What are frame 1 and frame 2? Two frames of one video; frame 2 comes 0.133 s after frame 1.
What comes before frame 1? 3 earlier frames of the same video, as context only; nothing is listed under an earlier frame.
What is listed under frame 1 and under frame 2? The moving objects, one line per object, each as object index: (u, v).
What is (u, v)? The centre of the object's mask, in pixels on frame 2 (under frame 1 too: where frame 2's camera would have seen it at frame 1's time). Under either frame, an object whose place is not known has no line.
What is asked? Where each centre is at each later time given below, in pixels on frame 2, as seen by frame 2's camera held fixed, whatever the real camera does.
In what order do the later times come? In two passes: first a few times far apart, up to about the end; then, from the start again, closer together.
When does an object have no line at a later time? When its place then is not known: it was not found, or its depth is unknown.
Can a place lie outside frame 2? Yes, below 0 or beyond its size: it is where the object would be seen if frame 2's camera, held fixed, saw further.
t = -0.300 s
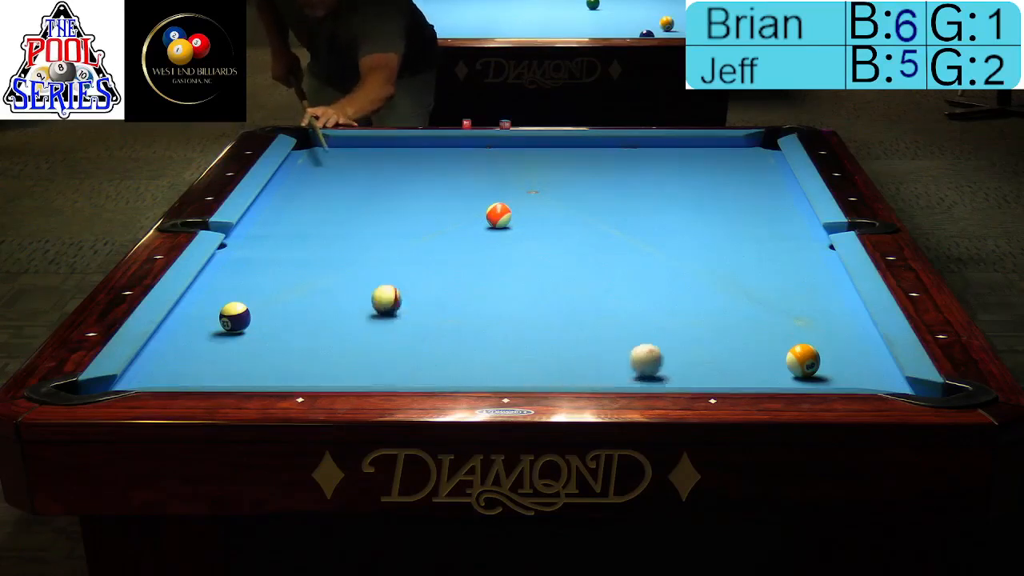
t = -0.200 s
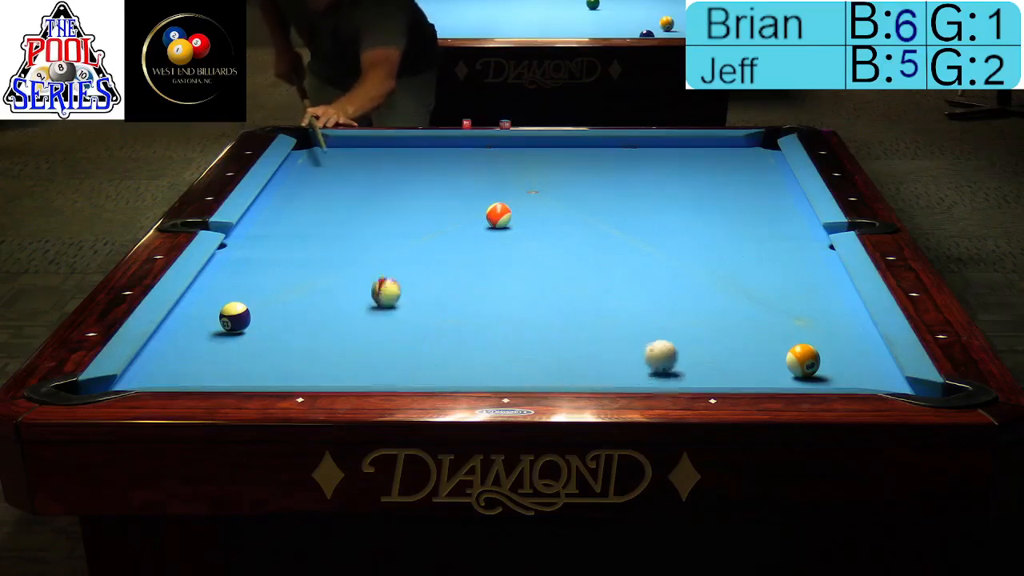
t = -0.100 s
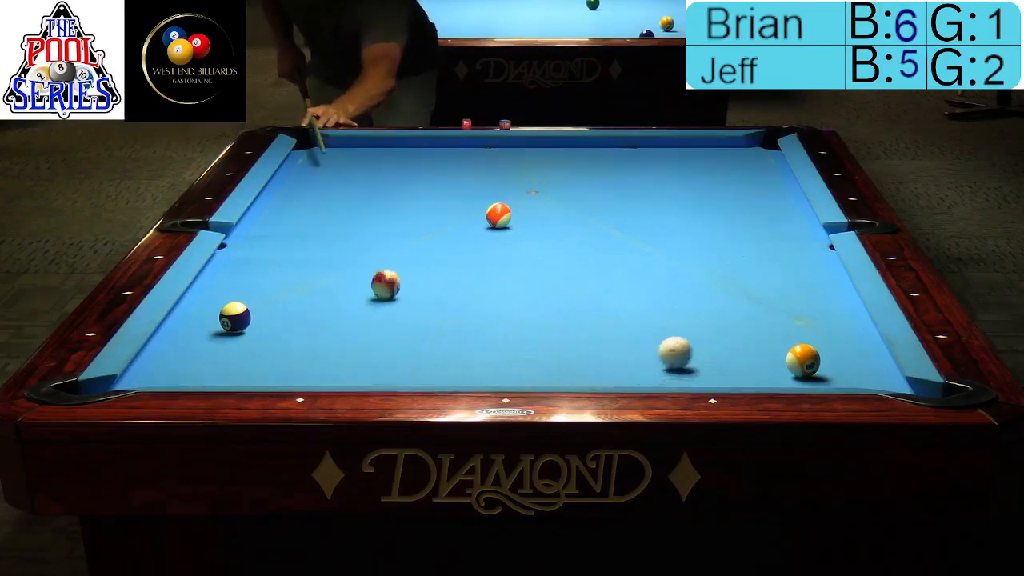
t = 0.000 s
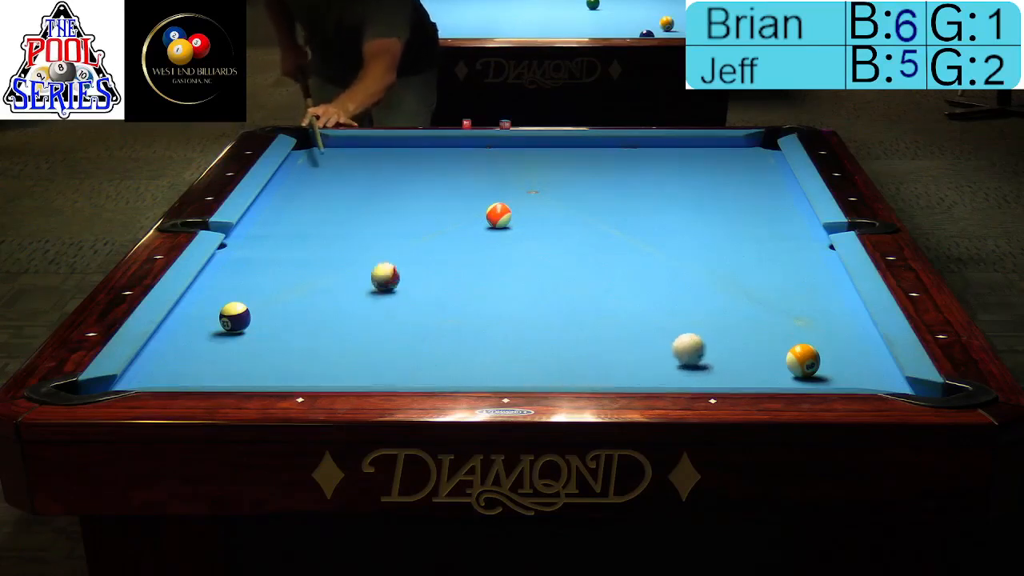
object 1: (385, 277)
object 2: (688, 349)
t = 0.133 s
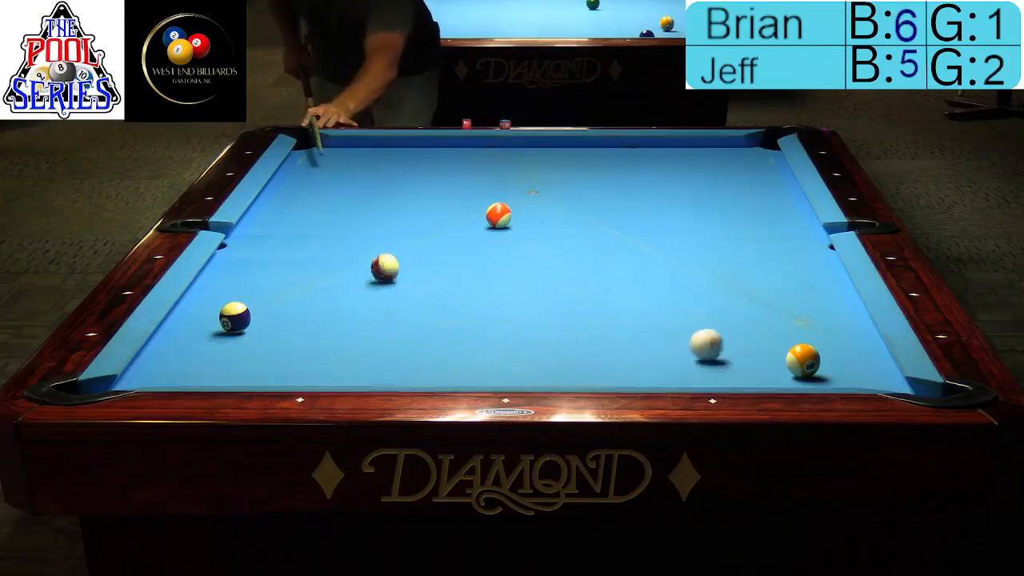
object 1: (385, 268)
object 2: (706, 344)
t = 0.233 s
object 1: (384, 261)
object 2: (719, 342)
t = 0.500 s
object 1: (384, 246)
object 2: (750, 334)
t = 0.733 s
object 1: (384, 233)
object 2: (775, 327)
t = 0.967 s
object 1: (384, 221)
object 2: (797, 322)
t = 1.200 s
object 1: (384, 210)
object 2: (817, 317)
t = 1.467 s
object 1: (384, 199)
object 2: (839, 312)
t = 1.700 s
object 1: (384, 190)
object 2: (847, 309)
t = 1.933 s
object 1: (384, 182)
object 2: (836, 307)
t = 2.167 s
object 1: (385, 175)
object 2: (828, 305)
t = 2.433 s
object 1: (385, 167)
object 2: (821, 304)
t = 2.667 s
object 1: (386, 161)
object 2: (817, 303)
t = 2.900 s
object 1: (387, 156)
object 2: (815, 303)
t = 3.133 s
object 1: (387, 151)
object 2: (815, 303)
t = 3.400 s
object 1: (388, 145)
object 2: (815, 303)
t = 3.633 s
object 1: (388, 142)
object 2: (815, 303)
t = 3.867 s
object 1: (387, 142)
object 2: (815, 303)
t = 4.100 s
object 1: (385, 144)
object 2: (815, 304)
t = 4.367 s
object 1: (383, 146)
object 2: (815, 304)
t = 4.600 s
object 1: (381, 148)
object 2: (815, 304)
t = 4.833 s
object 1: (381, 150)
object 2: (815, 304)
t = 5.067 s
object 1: (382, 150)
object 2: (815, 303)
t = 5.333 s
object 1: (382, 151)
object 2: (815, 304)
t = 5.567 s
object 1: (382, 152)
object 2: (815, 304)
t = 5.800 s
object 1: (383, 152)
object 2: (815, 303)
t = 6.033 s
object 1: (383, 152)
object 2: (815, 303)
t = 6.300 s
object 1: (383, 152)
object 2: (815, 304)
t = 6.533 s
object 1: (383, 152)
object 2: (815, 303)
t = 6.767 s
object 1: (383, 152)
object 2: (815, 303)
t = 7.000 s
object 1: (383, 152)
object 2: (815, 303)
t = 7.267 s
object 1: (383, 152)
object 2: (815, 303)
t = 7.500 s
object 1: (383, 152)
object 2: (815, 304)
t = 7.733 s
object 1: (383, 152)
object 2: (815, 304)
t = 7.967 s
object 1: (383, 152)
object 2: (815, 304)
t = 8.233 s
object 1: (383, 152)
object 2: (815, 304)
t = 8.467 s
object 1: (383, 152)
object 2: (815, 304)
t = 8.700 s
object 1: (383, 152)
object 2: (815, 304)
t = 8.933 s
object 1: (383, 152)
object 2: (815, 303)
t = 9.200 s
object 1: (383, 152)
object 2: (815, 304)
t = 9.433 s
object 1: (383, 152)
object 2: (815, 304)
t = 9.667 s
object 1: (383, 152)
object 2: (815, 304)
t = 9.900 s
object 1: (383, 152)
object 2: (815, 304)
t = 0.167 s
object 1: (385, 266)
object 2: (710, 344)
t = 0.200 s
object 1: (384, 264)
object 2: (715, 343)
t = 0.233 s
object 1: (384, 261)
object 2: (719, 342)
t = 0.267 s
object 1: (384, 259)
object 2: (723, 341)
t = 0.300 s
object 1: (384, 257)
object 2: (727, 339)
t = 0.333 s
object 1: (384, 255)
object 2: (731, 338)
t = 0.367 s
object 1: (384, 254)
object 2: (735, 338)
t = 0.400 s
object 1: (384, 251)
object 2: (739, 337)
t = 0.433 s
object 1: (384, 249)
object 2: (742, 336)
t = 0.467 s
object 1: (384, 247)
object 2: (746, 335)
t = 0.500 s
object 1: (384, 246)
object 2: (750, 334)
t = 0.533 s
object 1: (384, 244)
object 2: (754, 333)
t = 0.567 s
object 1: (384, 241)
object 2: (757, 332)
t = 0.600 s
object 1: (384, 239)
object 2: (761, 331)
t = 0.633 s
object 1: (384, 238)
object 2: (764, 330)
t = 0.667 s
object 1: (384, 237)
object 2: (768, 329)
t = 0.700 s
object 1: (384, 235)
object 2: (771, 328)
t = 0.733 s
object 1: (384, 233)
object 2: (775, 327)
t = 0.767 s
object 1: (384, 231)
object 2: (778, 327)
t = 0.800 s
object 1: (384, 229)
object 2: (781, 326)
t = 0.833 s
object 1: (384, 228)
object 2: (784, 325)
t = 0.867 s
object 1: (384, 226)
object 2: (788, 324)
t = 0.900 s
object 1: (384, 224)
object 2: (791, 323)
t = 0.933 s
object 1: (384, 222)
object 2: (794, 322)
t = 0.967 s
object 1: (384, 221)
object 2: (797, 322)
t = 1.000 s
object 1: (384, 219)
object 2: (800, 321)
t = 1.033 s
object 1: (384, 218)
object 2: (803, 320)
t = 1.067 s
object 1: (384, 216)
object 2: (806, 320)
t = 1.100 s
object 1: (384, 214)
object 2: (809, 319)
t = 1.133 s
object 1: (384, 213)
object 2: (812, 318)
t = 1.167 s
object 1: (384, 212)
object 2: (815, 318)
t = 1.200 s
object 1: (384, 210)
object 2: (817, 317)
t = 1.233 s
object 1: (384, 208)
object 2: (820, 316)
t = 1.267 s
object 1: (384, 207)
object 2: (823, 316)
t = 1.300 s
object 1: (384, 206)
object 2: (826, 315)
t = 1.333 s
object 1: (384, 204)
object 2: (828, 314)
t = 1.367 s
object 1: (384, 203)
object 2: (831, 314)
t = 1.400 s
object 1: (384, 201)
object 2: (834, 313)
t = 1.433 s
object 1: (384, 200)
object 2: (836, 313)
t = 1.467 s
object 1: (384, 199)
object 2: (839, 312)
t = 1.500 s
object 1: (384, 198)
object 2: (842, 311)
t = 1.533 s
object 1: (384, 197)
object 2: (844, 311)
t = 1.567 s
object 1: (384, 195)
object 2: (846, 310)
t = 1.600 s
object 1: (384, 193)
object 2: (849, 310)
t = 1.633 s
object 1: (384, 192)
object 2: (850, 309)
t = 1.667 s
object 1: (384, 191)
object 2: (849, 309)
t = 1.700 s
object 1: (384, 190)
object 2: (847, 309)
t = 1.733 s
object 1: (384, 189)
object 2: (845, 308)
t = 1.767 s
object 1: (384, 188)
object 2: (844, 308)
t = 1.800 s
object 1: (384, 186)
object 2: (842, 308)
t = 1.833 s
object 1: (384, 186)
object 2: (840, 307)
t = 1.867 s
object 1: (384, 185)
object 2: (839, 307)
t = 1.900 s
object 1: (384, 183)
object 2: (838, 307)
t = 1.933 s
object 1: (384, 182)
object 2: (836, 307)
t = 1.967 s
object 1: (384, 181)
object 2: (835, 306)
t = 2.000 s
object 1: (384, 180)
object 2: (834, 306)
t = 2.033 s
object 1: (384, 179)
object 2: (832, 306)
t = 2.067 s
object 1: (385, 178)
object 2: (831, 306)
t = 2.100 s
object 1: (385, 177)
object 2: (830, 305)
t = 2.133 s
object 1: (385, 176)
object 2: (829, 305)
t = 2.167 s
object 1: (385, 175)
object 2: (828, 305)
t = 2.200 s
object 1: (385, 174)
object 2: (827, 305)
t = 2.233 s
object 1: (385, 173)
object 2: (826, 305)
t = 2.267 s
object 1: (385, 172)
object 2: (825, 305)
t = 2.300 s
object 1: (385, 171)
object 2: (824, 305)
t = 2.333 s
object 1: (385, 170)
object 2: (823, 304)
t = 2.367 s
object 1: (385, 169)
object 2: (822, 304)
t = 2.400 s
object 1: (385, 168)
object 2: (822, 304)
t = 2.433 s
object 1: (385, 167)
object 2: (821, 304)
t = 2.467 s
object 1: (385, 166)
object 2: (820, 304)
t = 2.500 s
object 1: (386, 166)
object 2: (820, 304)
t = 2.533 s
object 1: (386, 165)
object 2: (819, 304)
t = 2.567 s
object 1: (386, 164)
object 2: (819, 303)
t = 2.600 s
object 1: (386, 163)
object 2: (818, 303)
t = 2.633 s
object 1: (386, 162)
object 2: (818, 303)
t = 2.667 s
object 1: (386, 161)
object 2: (817, 303)
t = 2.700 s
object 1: (386, 161)
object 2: (817, 303)
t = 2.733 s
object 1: (386, 160)
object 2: (817, 303)
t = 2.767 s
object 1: (387, 159)
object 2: (816, 303)
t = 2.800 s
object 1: (386, 158)
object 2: (816, 303)
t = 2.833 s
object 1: (387, 157)
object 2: (816, 303)
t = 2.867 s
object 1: (387, 156)
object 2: (815, 303)
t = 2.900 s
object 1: (387, 156)
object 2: (815, 303)
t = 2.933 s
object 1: (386, 155)
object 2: (815, 303)
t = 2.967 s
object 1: (387, 154)
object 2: (815, 303)
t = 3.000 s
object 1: (387, 154)
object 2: (815, 304)
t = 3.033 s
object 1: (387, 153)
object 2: (815, 304)
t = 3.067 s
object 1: (387, 152)
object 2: (815, 304)
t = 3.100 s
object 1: (387, 152)
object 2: (815, 304)
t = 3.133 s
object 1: (387, 151)
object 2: (815, 303)
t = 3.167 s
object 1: (387, 150)
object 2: (815, 303)
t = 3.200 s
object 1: (387, 149)
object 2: (815, 303)
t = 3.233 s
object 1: (387, 149)
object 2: (815, 303)
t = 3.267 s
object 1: (387, 148)
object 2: (815, 303)
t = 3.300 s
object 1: (387, 148)
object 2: (815, 303)
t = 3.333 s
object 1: (388, 147)
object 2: (815, 303)
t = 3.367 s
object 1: (387, 146)
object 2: (815, 303)
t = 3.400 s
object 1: (388, 145)
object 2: (815, 303)
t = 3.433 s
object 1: (388, 144)
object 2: (815, 303)
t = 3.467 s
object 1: (388, 143)
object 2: (815, 303)
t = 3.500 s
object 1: (387, 144)
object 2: (815, 303)
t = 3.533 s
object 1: (388, 143)
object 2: (815, 303)
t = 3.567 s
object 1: (388, 143)
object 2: (815, 303)
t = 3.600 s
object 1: (388, 142)
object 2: (815, 303)
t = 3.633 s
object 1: (388, 142)
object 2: (815, 303)
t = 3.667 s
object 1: (388, 141)
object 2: (815, 303)
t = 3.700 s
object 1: (388, 141)
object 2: (815, 303)
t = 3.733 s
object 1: (388, 141)
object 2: (815, 303)
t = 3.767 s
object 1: (387, 141)
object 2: (815, 303)
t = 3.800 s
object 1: (387, 141)
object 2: (815, 303)
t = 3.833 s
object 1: (387, 141)
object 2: (815, 303)
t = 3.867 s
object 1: (387, 142)
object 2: (815, 303)
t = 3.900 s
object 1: (387, 142)
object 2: (815, 303)
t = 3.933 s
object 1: (387, 142)
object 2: (815, 303)
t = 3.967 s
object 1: (386, 143)
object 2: (815, 303)
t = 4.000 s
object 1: (386, 143)
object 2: (815, 303)
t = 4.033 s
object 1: (386, 143)
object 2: (815, 304)
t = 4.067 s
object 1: (386, 143)
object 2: (815, 304)
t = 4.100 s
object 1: (385, 144)
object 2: (815, 304)
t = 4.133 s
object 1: (385, 144)
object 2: (815, 304)
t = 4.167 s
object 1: (385, 144)
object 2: (815, 304)
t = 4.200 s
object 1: (384, 145)
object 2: (815, 304)
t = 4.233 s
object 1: (384, 145)
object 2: (815, 304)
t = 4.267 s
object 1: (384, 145)
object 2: (815, 303)
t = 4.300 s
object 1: (384, 145)
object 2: (815, 304)
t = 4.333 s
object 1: (383, 146)
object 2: (815, 304)
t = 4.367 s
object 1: (383, 146)
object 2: (815, 304)
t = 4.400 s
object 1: (383, 147)
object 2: (815, 304)
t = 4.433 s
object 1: (382, 147)
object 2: (815, 304)
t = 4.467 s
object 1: (382, 147)
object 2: (815, 304)
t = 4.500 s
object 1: (382, 148)
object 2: (815, 304)
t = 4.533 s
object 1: (382, 148)
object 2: (815, 303)
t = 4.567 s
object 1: (382, 148)
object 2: (815, 304)
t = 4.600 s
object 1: (381, 148)
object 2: (815, 304)
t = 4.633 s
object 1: (381, 148)
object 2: (815, 303)
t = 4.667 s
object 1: (381, 148)
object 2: (815, 304)
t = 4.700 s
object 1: (381, 149)
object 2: (815, 304)
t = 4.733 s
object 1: (381, 149)
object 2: (815, 304)
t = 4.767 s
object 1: (381, 149)
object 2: (815, 304)
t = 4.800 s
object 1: (381, 149)
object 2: (815, 304)
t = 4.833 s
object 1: (381, 150)
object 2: (815, 304)
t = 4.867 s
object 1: (381, 150)
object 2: (815, 304)
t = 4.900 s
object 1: (381, 149)
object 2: (815, 303)
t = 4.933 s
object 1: (382, 149)
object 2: (815, 304)
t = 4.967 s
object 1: (382, 150)
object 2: (815, 304)
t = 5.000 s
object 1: (381, 150)
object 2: (815, 304)
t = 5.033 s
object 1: (382, 150)
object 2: (815, 304)
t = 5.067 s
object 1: (382, 150)
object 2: (815, 303)
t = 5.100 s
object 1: (382, 150)
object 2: (815, 304)
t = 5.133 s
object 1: (382, 151)
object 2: (815, 303)
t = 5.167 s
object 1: (382, 151)
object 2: (815, 303)
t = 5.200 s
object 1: (382, 151)
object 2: (815, 304)
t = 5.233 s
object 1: (382, 151)
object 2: (815, 304)
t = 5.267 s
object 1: (382, 151)
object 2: (815, 304)
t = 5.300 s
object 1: (382, 151)
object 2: (815, 304)
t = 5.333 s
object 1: (382, 151)
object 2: (815, 304)
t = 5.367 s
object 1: (382, 151)
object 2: (815, 304)
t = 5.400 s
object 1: (382, 151)
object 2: (815, 303)
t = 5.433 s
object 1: (382, 151)
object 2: (815, 303)
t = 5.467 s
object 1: (382, 151)
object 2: (815, 303)
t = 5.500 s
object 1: (382, 152)
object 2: (815, 304)
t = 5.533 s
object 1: (382, 152)
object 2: (815, 304)
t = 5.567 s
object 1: (382, 152)
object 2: (815, 304)
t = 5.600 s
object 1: (382, 152)
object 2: (815, 304)
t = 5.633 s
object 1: (382, 152)
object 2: (815, 303)
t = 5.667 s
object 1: (383, 152)
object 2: (815, 304)
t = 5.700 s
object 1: (383, 152)
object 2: (815, 304)
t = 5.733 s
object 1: (383, 152)
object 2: (815, 304)
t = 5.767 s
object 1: (383, 152)
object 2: (815, 304)
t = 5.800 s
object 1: (383, 152)
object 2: (815, 303)
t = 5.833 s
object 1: (383, 152)
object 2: (815, 304)
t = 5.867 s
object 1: (383, 151)
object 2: (815, 304)
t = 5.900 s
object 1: (383, 152)
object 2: (815, 304)
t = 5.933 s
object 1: (383, 151)
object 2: (815, 304)
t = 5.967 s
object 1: (383, 152)
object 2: (815, 304)
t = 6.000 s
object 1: (383, 152)
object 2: (815, 303)
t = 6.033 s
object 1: (383, 152)
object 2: (815, 303)
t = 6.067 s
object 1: (383, 152)
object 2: (815, 303)
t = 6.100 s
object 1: (383, 151)
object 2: (815, 303)
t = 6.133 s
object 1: (383, 151)
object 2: (815, 303)
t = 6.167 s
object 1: (383, 151)
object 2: (815, 303)
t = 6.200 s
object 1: (383, 152)
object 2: (815, 303)
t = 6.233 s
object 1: (383, 152)
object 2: (815, 303)
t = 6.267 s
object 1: (383, 152)
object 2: (815, 304)
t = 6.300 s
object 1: (383, 152)
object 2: (815, 304)
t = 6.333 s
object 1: (383, 152)
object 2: (815, 304)
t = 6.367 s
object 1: (383, 151)
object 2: (815, 303)
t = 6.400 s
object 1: (383, 152)
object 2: (815, 303)
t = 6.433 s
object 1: (383, 152)
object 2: (815, 304)
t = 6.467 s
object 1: (383, 152)
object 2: (815, 303)
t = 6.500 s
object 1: (383, 152)
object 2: (815, 303)
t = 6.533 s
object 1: (383, 152)
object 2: (815, 303)
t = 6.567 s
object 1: (383, 152)
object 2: (815, 303)
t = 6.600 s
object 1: (383, 152)
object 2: (815, 303)
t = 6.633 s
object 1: (383, 152)
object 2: (815, 303)
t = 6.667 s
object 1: (383, 152)
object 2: (815, 303)
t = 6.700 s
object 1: (383, 152)
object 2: (815, 303)
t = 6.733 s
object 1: (383, 152)
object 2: (815, 303)
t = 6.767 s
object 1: (383, 152)
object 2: (815, 303)
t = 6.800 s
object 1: (383, 152)
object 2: (815, 303)
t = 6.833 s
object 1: (383, 152)
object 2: (815, 303)
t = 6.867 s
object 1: (383, 152)
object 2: (815, 304)
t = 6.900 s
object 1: (383, 152)
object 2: (815, 304)
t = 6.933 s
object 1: (383, 152)
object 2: (815, 303)
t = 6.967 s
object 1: (383, 152)
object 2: (815, 303)
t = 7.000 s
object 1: (383, 152)
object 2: (815, 303)
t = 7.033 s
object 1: (383, 152)
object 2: (815, 303)
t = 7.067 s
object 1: (383, 152)
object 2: (815, 303)
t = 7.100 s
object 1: (383, 152)
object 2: (815, 303)
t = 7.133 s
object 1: (383, 152)
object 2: (815, 303)
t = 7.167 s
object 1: (383, 152)
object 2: (815, 303)
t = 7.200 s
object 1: (383, 152)
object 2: (815, 303)
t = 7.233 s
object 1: (383, 152)
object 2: (815, 303)
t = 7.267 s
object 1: (383, 152)
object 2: (815, 303)
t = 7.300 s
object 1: (383, 152)
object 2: (815, 303)
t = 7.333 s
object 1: (383, 152)
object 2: (815, 304)
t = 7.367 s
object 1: (383, 152)
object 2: (815, 303)
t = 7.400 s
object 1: (383, 152)
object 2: (815, 304)
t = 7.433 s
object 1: (383, 152)
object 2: (815, 303)
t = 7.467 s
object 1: (383, 152)
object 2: (815, 304)
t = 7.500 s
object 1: (383, 152)
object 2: (815, 304)
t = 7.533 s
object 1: (383, 152)
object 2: (815, 304)
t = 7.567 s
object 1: (383, 152)
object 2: (815, 304)
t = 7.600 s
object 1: (383, 152)
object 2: (815, 304)
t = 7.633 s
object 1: (383, 152)
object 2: (815, 304)
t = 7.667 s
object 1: (383, 152)
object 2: (815, 304)
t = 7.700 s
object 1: (383, 152)
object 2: (815, 304)
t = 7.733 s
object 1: (383, 152)
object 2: (815, 304)
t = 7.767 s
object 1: (383, 152)
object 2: (815, 304)
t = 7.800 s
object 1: (383, 152)
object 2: (815, 304)
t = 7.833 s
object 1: (383, 152)
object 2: (815, 304)
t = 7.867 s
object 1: (383, 152)
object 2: (815, 304)
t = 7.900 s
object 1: (383, 152)
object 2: (815, 304)
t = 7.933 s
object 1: (383, 152)
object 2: (815, 304)
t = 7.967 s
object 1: (383, 152)
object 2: (815, 304)
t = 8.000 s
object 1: (383, 152)
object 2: (815, 304)
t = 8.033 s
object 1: (383, 152)
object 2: (815, 304)
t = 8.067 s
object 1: (383, 152)
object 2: (815, 304)
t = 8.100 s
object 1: (383, 152)
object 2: (815, 304)
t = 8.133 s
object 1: (383, 152)
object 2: (815, 304)
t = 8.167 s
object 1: (383, 152)
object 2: (815, 304)
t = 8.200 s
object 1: (383, 152)
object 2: (815, 304)
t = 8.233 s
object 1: (383, 152)
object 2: (815, 304)
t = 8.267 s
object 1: (383, 152)
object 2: (815, 304)
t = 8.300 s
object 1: (383, 152)
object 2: (815, 304)
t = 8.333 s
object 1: (383, 152)
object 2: (815, 304)
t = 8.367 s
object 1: (383, 152)
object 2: (815, 304)
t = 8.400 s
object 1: (383, 152)
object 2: (815, 304)
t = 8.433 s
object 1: (383, 152)
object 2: (815, 304)
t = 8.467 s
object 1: (383, 152)
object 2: (815, 304)
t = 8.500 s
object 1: (383, 152)
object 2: (815, 304)
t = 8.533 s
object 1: (383, 152)
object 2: (815, 304)
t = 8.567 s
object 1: (383, 152)
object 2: (815, 304)
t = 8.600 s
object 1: (383, 152)
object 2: (815, 304)
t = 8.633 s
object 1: (383, 152)
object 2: (815, 304)
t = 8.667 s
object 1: (383, 152)
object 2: (815, 304)
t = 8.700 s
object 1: (383, 152)
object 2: (815, 304)
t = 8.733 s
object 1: (383, 152)
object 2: (815, 303)
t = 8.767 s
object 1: (383, 152)
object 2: (815, 304)
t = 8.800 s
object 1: (383, 152)
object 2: (815, 304)
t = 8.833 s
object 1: (383, 152)
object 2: (815, 304)
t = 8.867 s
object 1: (383, 152)
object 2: (815, 304)
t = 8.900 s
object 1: (383, 152)
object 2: (815, 303)
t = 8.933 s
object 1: (383, 152)
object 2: (815, 303)
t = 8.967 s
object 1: (383, 152)
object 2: (815, 303)
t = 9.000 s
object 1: (383, 152)
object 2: (815, 304)
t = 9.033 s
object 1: (383, 152)
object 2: (815, 304)
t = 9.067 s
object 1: (383, 152)
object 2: (815, 304)
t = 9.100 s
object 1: (383, 152)
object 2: (815, 304)
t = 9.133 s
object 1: (383, 152)
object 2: (815, 304)
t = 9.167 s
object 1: (383, 152)
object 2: (815, 304)
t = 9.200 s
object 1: (383, 152)
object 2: (815, 304)
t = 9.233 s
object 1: (383, 152)
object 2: (815, 304)
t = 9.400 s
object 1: (383, 152)
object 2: (815, 304)
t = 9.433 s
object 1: (383, 152)
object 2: (815, 304)
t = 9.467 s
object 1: (383, 152)
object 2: (815, 304)
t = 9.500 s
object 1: (383, 152)
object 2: (815, 304)
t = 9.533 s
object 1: (383, 152)
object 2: (815, 304)
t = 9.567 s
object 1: (383, 152)
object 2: (815, 304)
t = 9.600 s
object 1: (383, 152)
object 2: (815, 304)
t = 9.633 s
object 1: (383, 152)
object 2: (815, 304)
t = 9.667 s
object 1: (383, 152)
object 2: (815, 304)
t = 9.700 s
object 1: (383, 152)
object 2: (815, 304)
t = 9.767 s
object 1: (383, 152)
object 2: (815, 304)
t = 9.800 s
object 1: (383, 152)
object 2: (815, 304)
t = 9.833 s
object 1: (383, 152)
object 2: (815, 304)
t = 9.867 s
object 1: (383, 152)
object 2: (815, 304)
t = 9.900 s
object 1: (383, 152)
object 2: (815, 304)
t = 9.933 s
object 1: (383, 152)
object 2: (815, 304)
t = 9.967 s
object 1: (383, 152)
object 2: (815, 304)
